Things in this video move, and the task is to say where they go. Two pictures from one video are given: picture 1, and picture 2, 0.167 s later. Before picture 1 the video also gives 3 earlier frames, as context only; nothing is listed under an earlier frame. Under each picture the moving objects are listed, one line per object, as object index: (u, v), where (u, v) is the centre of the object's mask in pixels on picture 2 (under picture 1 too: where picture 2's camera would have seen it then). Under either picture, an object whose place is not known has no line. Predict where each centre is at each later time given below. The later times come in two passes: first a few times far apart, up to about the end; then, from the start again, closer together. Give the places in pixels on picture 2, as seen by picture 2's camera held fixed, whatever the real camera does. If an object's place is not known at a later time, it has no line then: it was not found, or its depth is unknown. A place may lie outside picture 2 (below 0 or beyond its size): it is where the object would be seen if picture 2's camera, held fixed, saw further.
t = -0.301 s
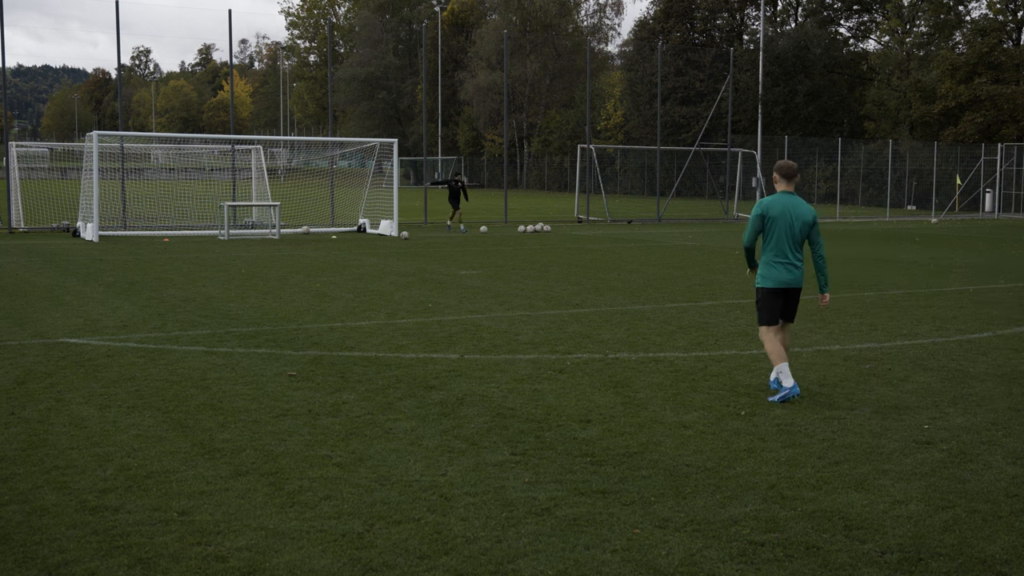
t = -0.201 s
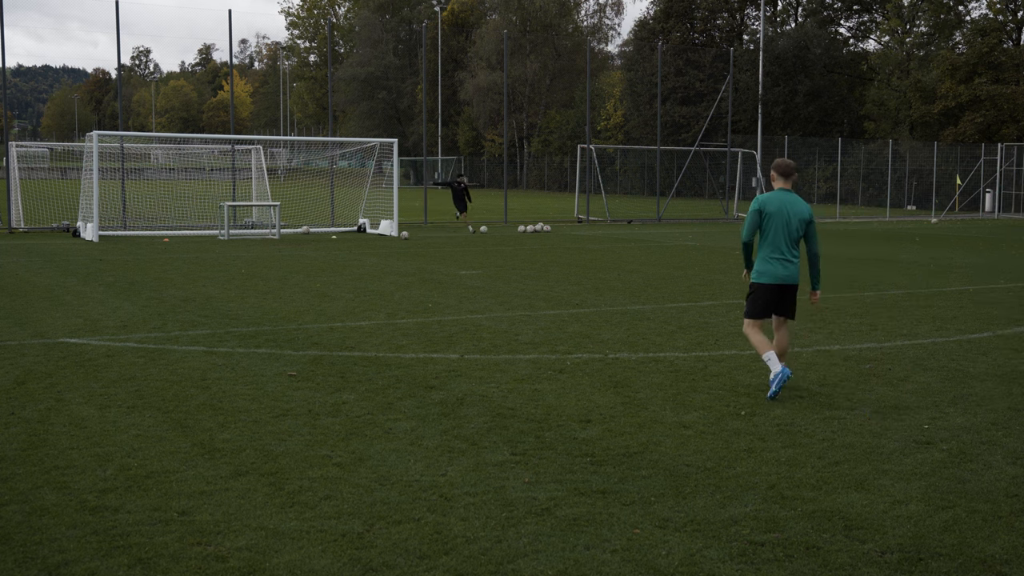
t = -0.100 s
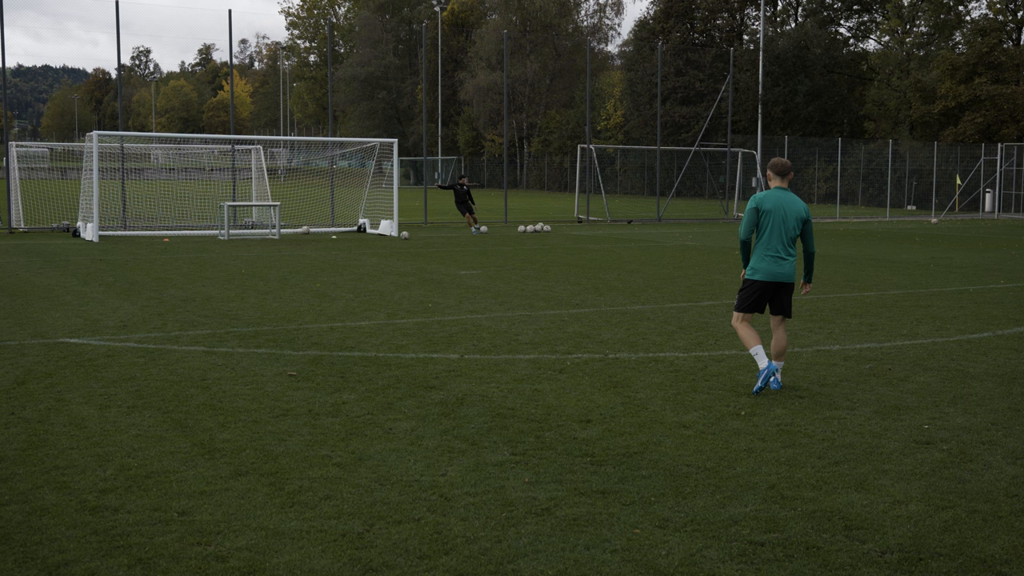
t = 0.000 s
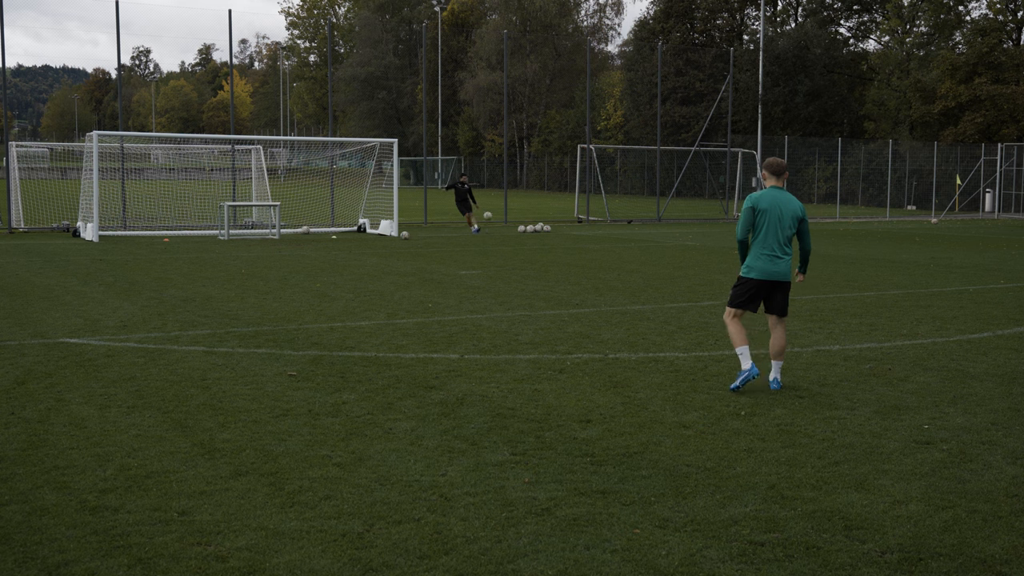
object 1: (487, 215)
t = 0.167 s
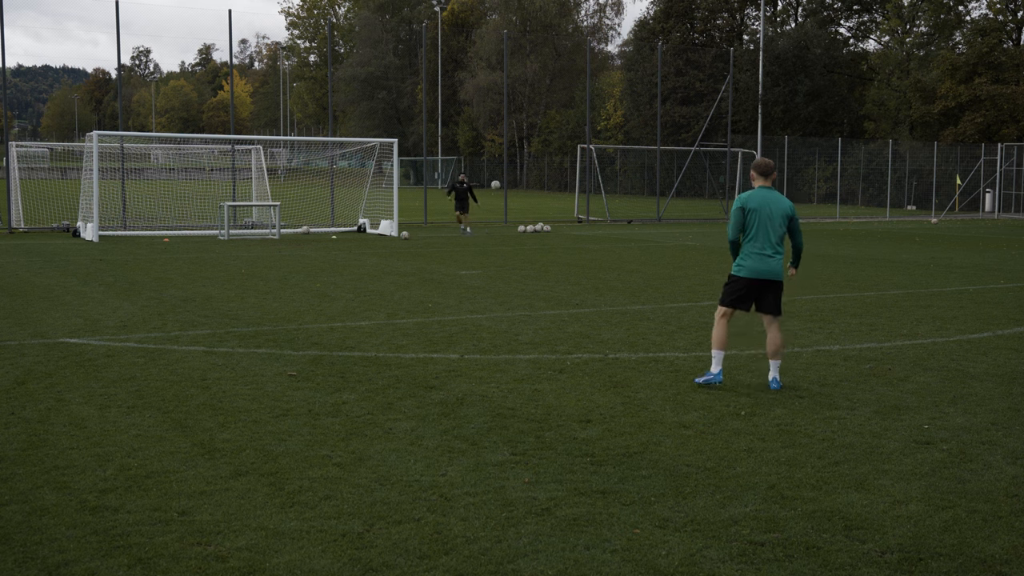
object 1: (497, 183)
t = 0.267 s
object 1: (500, 167)
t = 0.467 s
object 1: (510, 138)
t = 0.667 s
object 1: (521, 117)
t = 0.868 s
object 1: (534, 110)
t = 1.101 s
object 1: (552, 130)
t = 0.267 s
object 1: (500, 167)
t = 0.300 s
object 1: (502, 162)
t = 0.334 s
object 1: (503, 157)
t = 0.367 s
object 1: (505, 152)
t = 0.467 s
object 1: (510, 138)
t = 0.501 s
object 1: (512, 134)
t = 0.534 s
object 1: (514, 130)
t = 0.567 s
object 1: (515, 126)
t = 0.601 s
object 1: (517, 123)
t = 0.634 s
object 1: (519, 120)
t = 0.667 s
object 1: (521, 117)
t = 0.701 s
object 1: (523, 115)
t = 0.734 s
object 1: (525, 113)
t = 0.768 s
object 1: (527, 111)
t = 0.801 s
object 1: (530, 110)
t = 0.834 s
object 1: (532, 110)
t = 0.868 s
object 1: (534, 110)
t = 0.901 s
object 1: (536, 110)
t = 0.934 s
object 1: (539, 111)
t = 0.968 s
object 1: (541, 114)
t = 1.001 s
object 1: (544, 116)
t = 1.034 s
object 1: (546, 120)
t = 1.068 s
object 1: (549, 124)
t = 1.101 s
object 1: (552, 130)
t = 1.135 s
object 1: (555, 136)
